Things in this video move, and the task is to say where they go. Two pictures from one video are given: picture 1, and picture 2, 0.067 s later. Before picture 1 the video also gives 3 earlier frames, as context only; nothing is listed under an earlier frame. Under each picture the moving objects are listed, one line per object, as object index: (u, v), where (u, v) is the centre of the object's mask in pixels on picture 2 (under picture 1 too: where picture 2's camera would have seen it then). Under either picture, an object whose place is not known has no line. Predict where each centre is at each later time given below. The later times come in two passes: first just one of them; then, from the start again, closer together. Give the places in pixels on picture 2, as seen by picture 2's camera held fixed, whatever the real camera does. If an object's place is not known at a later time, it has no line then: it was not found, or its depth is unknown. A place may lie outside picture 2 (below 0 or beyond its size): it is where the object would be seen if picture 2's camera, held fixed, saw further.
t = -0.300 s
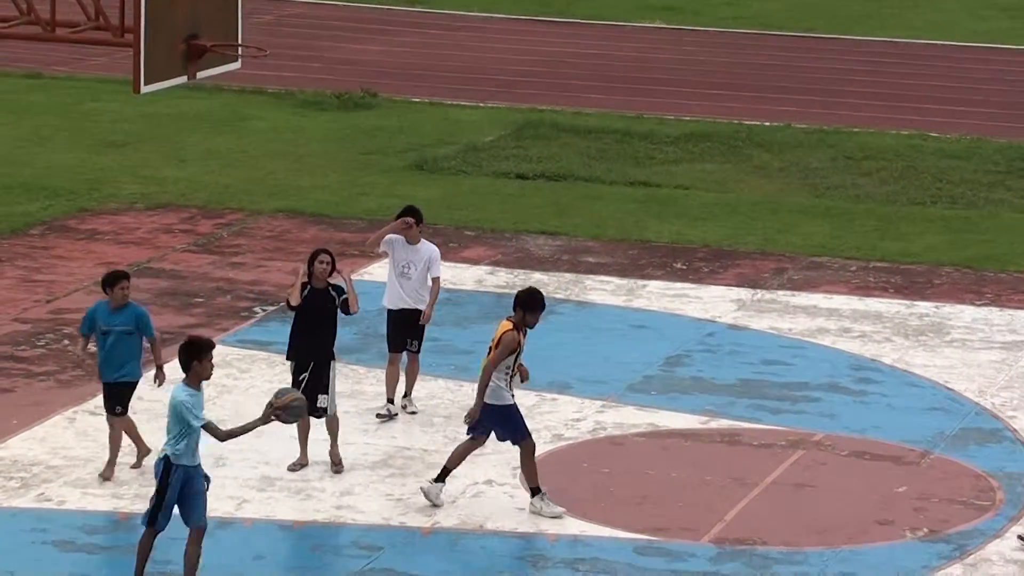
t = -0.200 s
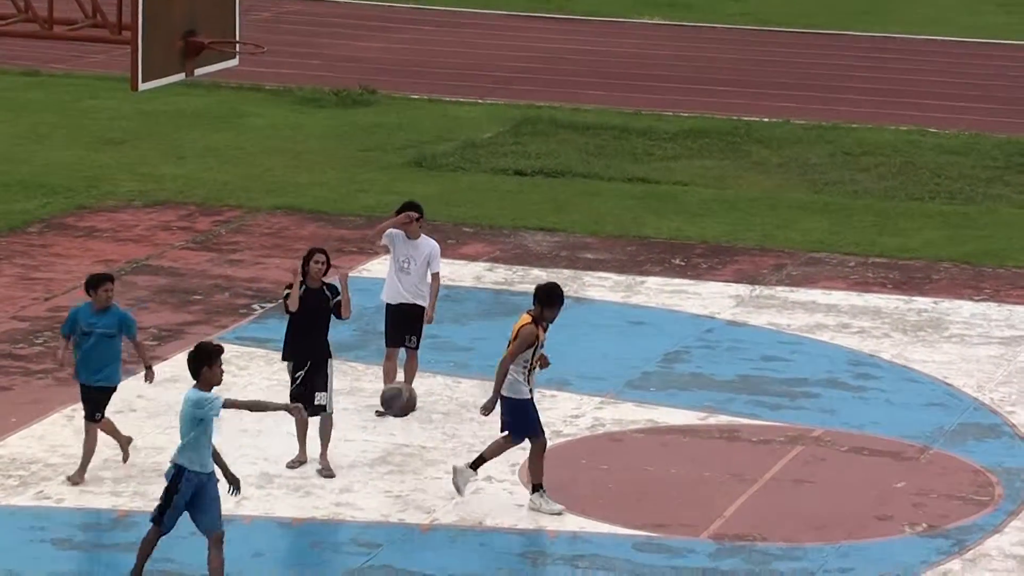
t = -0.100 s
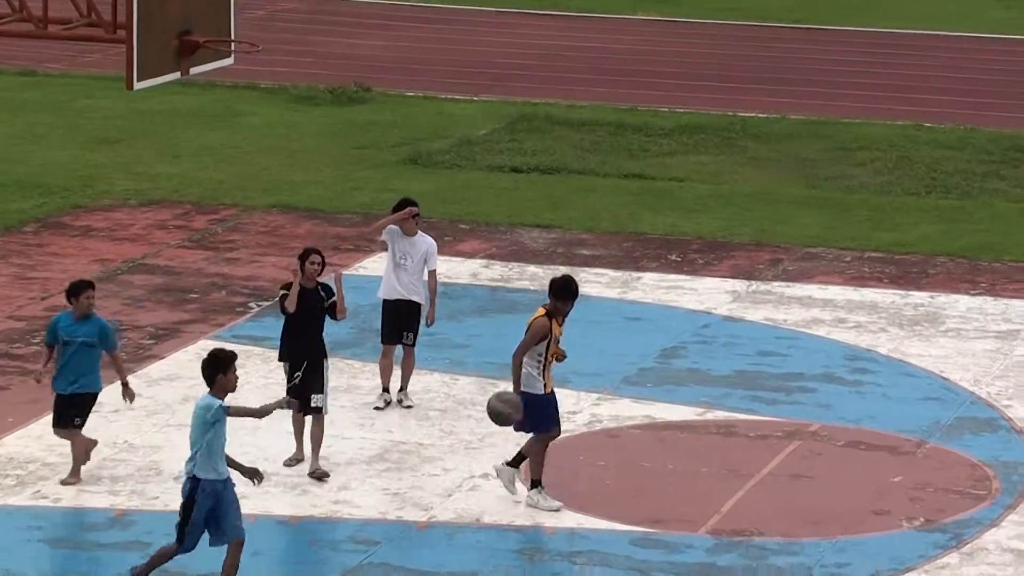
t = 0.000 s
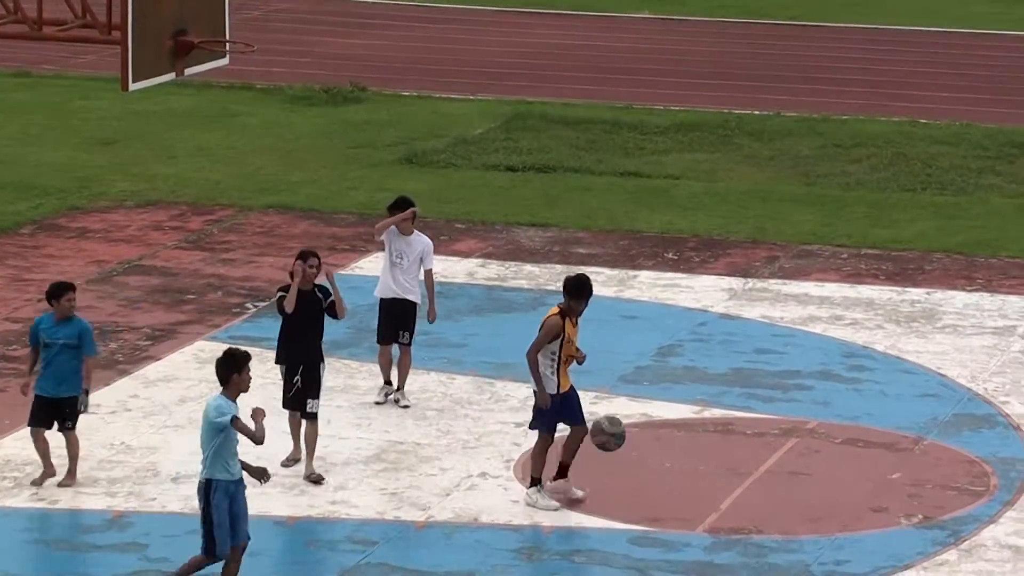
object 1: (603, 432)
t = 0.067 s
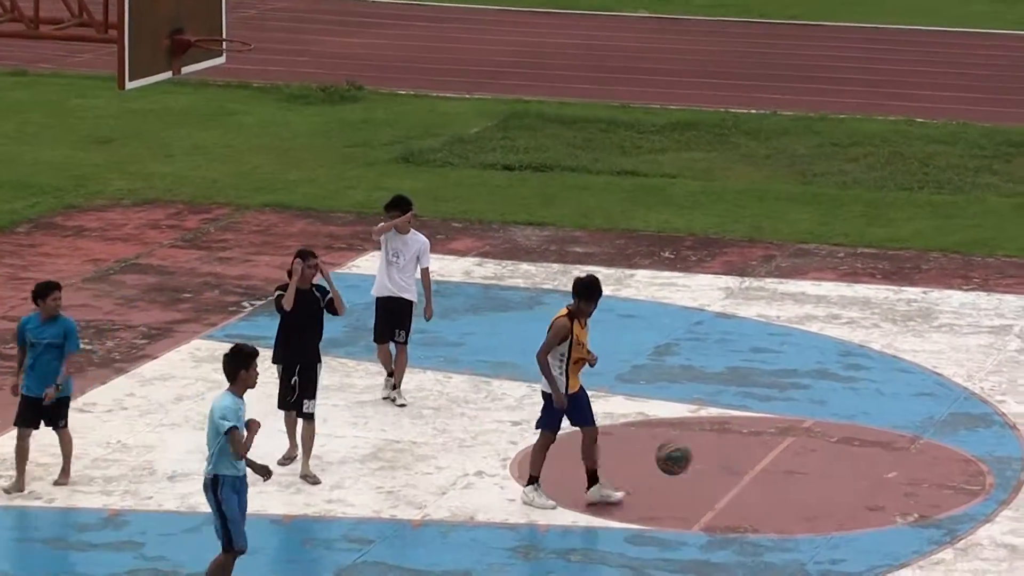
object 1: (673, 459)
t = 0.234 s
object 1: (840, 546)
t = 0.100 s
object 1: (707, 475)
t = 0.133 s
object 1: (741, 489)
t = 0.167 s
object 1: (773, 507)
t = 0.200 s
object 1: (807, 526)
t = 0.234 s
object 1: (840, 546)
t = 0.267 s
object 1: (871, 567)
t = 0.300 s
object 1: (887, 545)
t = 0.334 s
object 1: (905, 525)
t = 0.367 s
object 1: (922, 506)
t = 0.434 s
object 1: (956, 475)
